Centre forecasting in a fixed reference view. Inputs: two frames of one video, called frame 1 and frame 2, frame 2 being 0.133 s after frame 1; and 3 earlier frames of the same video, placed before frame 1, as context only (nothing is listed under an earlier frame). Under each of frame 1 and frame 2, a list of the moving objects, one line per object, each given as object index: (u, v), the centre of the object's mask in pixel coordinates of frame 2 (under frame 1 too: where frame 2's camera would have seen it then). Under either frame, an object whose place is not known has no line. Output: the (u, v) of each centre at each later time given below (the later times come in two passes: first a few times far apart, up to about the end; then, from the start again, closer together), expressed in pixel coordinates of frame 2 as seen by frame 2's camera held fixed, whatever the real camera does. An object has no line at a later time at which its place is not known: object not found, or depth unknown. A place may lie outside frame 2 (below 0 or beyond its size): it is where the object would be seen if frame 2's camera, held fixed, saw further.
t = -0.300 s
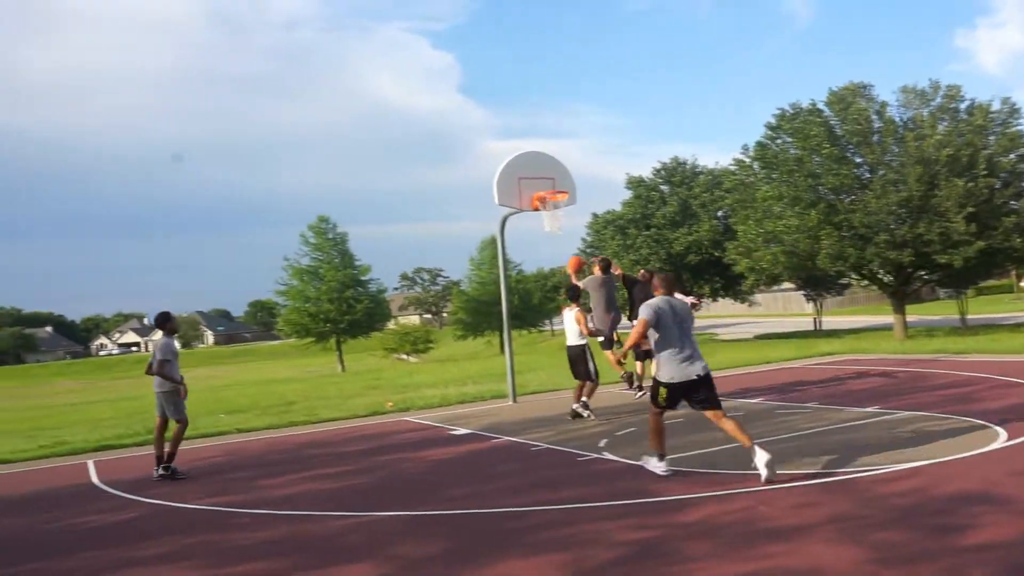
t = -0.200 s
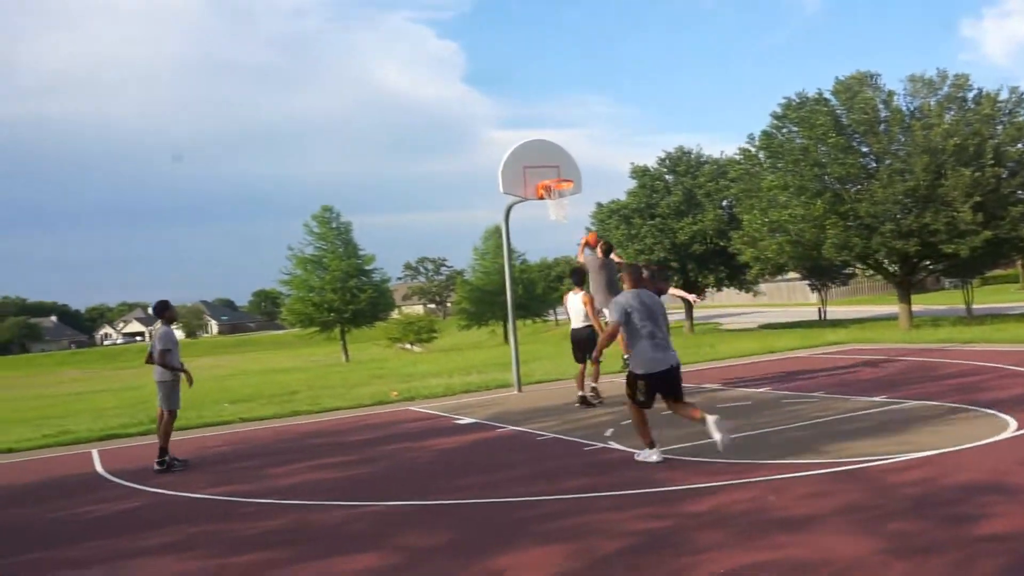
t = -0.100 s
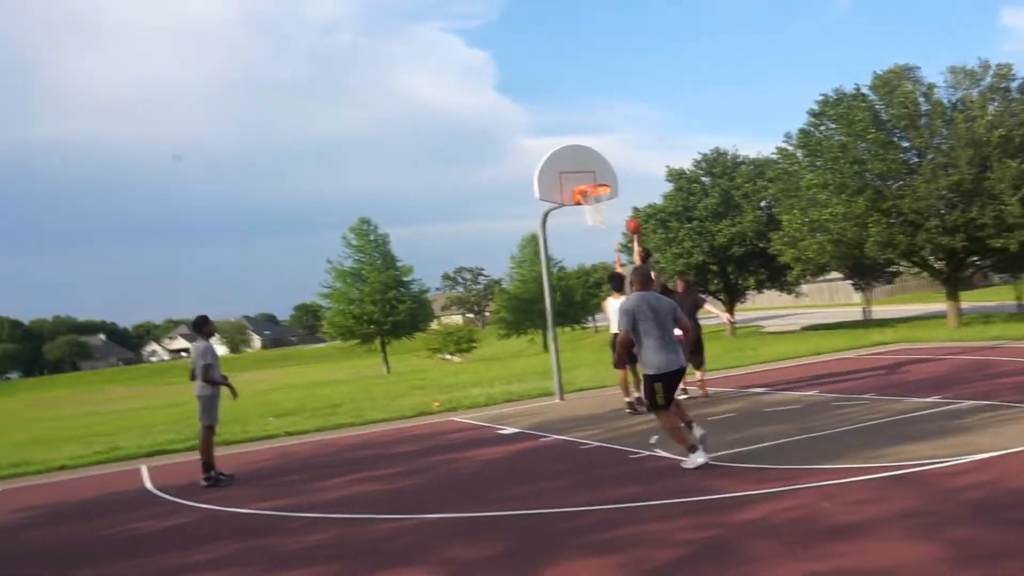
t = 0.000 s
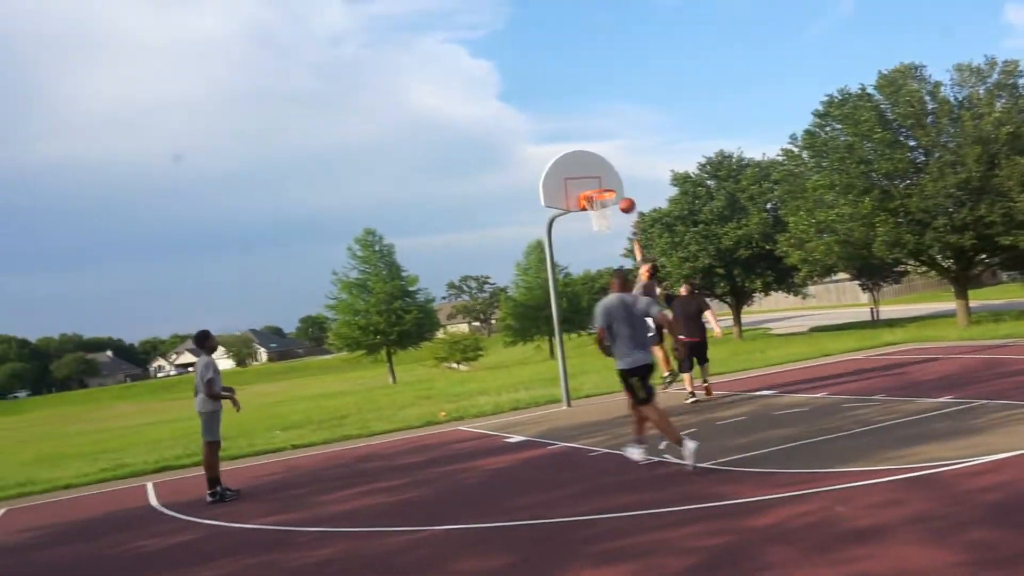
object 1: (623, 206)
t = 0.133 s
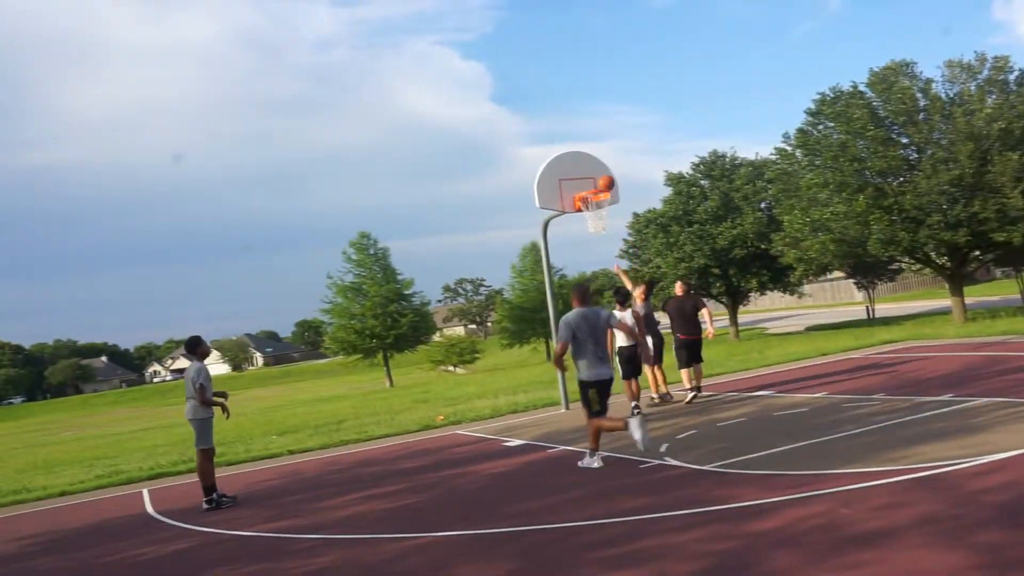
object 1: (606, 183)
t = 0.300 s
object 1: (594, 172)
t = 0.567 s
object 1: (593, 189)
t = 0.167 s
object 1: (603, 179)
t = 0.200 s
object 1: (599, 176)
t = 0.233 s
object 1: (597, 175)
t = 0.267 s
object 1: (596, 174)
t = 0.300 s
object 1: (594, 172)
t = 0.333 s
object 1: (594, 172)
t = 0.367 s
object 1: (594, 172)
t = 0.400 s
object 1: (594, 173)
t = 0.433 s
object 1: (593, 175)
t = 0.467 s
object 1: (593, 178)
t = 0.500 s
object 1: (593, 181)
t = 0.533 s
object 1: (591, 183)
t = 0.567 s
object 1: (593, 189)
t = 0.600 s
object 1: (594, 197)
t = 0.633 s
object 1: (593, 205)
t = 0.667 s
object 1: (595, 210)
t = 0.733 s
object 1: (596, 221)
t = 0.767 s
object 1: (598, 225)
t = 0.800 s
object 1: (598, 228)
